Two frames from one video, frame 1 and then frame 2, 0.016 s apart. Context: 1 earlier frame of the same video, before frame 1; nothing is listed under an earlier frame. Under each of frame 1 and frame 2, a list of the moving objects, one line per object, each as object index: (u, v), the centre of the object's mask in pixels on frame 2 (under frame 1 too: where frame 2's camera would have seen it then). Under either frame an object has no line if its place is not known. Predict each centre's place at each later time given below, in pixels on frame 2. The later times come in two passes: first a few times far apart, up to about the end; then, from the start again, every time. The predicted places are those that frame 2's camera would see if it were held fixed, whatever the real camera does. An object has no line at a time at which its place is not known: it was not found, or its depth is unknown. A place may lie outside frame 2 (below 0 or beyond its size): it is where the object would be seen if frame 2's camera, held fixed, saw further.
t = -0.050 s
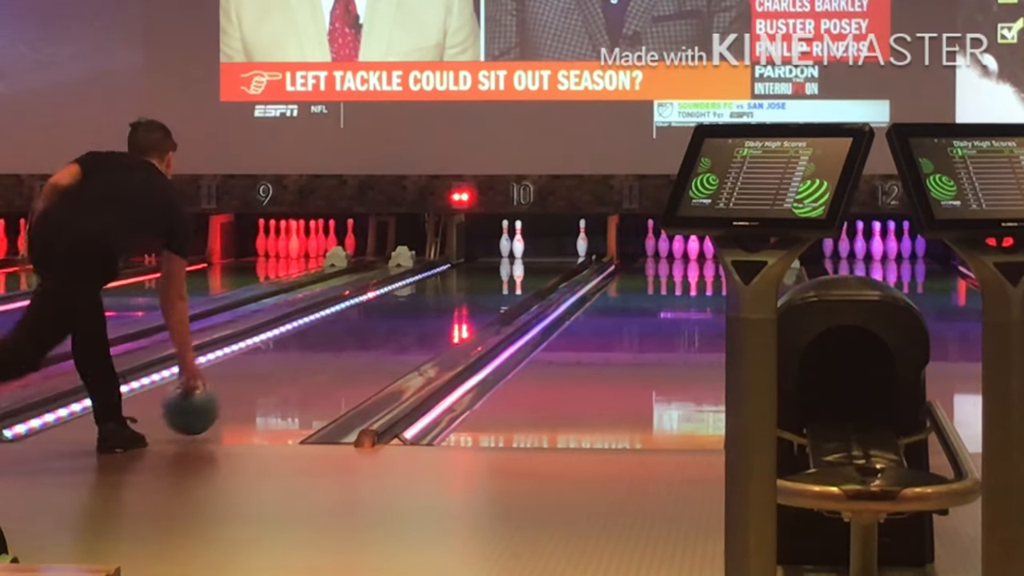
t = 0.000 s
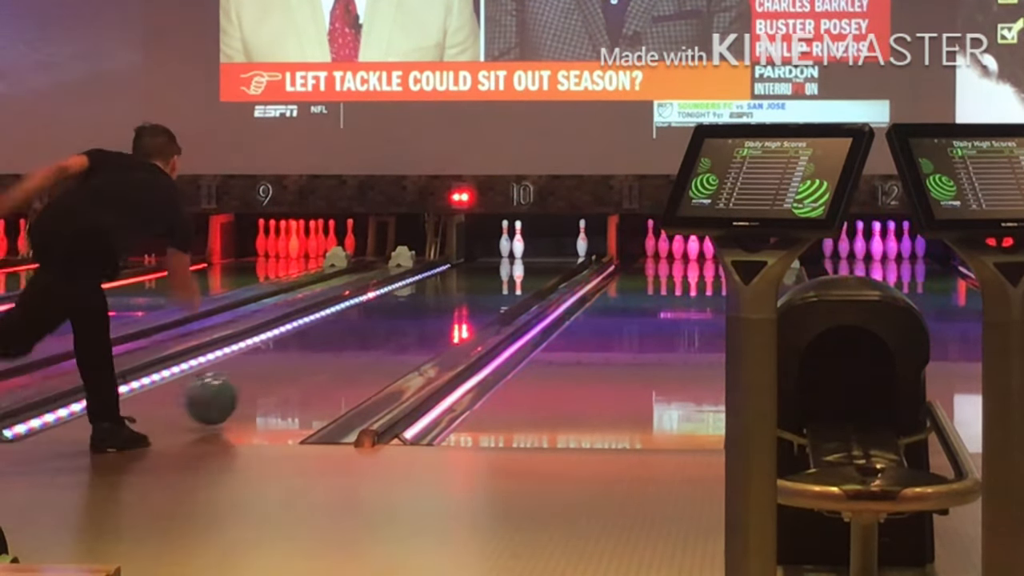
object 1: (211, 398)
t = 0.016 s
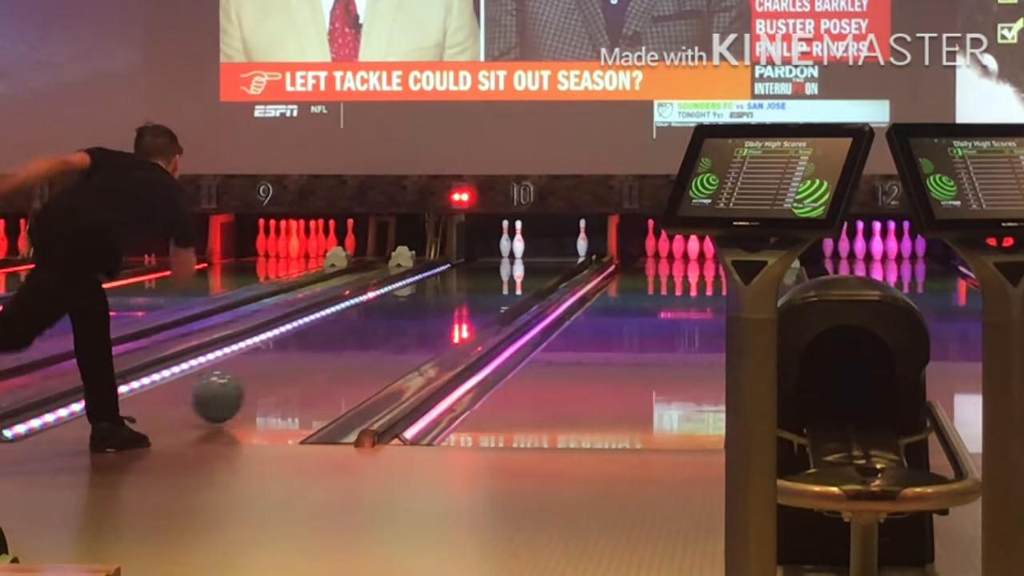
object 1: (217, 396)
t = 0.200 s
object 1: (275, 368)
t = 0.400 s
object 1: (325, 343)
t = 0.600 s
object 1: (364, 323)
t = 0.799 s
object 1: (395, 307)
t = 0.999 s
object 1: (420, 293)
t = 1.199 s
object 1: (441, 281)
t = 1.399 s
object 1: (459, 272)
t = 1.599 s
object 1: (474, 263)
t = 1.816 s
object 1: (485, 257)
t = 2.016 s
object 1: (495, 249)
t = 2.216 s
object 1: (496, 246)
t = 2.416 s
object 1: (486, 254)
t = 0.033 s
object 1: (223, 395)
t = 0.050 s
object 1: (229, 393)
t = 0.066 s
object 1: (234, 390)
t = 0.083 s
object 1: (240, 387)
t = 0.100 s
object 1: (245, 385)
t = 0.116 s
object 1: (251, 382)
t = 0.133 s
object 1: (256, 378)
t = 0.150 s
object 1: (261, 376)
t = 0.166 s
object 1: (266, 374)
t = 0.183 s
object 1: (270, 371)
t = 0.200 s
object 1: (275, 368)
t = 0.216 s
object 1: (280, 365)
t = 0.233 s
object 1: (284, 363)
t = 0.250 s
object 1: (288, 361)
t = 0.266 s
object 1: (293, 359)
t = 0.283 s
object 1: (297, 357)
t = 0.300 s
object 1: (302, 355)
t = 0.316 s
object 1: (306, 353)
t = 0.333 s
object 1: (310, 350)
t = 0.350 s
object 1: (314, 348)
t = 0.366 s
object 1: (318, 347)
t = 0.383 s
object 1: (321, 345)
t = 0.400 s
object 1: (325, 343)
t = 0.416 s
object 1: (328, 341)
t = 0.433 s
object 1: (332, 339)
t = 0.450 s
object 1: (336, 337)
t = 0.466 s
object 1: (339, 335)
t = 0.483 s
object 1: (342, 334)
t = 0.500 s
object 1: (346, 332)
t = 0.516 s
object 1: (349, 330)
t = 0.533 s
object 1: (352, 328)
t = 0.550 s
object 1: (355, 327)
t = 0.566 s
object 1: (358, 326)
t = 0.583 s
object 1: (361, 325)
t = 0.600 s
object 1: (364, 323)
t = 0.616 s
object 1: (366, 322)
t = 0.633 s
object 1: (369, 321)
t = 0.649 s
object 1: (372, 319)
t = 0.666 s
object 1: (375, 317)
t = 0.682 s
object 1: (377, 316)
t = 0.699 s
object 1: (380, 315)
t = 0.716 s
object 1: (383, 313)
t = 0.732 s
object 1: (386, 312)
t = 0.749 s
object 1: (388, 311)
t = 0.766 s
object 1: (390, 309)
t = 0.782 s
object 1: (392, 308)
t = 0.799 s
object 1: (395, 307)
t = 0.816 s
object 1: (397, 306)
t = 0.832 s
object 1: (399, 304)
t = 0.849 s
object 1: (401, 303)
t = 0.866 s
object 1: (404, 302)
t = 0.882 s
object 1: (406, 301)
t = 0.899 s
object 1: (408, 300)
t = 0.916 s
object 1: (409, 299)
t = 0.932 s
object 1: (412, 298)
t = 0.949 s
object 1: (414, 297)
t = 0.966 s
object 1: (417, 295)
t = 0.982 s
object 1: (418, 294)
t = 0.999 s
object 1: (420, 293)
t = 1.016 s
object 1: (422, 292)
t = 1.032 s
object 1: (424, 291)
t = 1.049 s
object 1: (425, 290)
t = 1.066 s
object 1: (428, 289)
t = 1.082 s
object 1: (430, 288)
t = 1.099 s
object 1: (431, 287)
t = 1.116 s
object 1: (433, 286)
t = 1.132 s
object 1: (434, 285)
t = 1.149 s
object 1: (435, 284)
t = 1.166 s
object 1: (437, 283)
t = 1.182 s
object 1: (439, 282)
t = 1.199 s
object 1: (441, 281)
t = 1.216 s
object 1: (442, 280)
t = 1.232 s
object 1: (444, 280)
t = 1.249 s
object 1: (446, 278)
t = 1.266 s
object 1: (447, 277)
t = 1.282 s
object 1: (449, 277)
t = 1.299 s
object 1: (450, 276)
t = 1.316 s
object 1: (451, 276)
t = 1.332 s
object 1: (453, 275)
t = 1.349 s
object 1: (455, 273)
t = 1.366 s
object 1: (456, 272)
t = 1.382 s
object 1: (458, 272)
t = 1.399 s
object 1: (459, 272)
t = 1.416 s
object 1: (460, 271)
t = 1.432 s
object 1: (461, 271)
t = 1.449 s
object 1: (463, 270)
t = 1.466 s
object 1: (464, 269)
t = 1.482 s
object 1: (465, 269)
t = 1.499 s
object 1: (466, 268)
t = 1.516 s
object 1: (468, 267)
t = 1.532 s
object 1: (469, 267)
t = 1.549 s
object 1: (470, 266)
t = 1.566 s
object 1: (471, 265)
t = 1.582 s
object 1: (472, 264)
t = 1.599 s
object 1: (474, 263)
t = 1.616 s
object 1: (475, 263)
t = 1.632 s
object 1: (475, 263)
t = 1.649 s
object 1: (476, 262)
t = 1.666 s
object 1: (477, 262)
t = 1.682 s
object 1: (478, 261)
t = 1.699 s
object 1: (479, 260)
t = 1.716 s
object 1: (480, 260)
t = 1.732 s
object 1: (481, 258)
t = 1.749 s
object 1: (482, 257)
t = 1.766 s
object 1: (482, 259)
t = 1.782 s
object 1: (483, 257)
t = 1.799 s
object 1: (483, 257)
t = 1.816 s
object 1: (485, 257)
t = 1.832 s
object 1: (486, 257)
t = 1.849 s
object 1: (487, 256)
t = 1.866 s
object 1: (488, 257)
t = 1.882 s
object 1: (488, 255)
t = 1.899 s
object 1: (489, 255)
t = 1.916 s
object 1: (490, 254)
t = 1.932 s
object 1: (491, 253)
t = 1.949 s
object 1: (491, 252)
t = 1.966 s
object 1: (493, 251)
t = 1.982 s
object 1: (493, 251)
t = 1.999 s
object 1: (494, 249)
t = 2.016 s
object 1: (495, 249)
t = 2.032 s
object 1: (496, 249)
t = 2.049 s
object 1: (496, 248)
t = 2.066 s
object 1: (497, 248)
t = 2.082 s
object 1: (497, 248)
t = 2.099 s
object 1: (498, 247)
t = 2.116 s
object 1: (499, 247)
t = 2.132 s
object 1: (498, 246)
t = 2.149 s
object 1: (498, 246)
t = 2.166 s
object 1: (497, 246)
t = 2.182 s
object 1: (497, 246)
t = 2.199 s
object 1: (497, 246)
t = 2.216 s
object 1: (496, 246)
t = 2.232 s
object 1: (495, 245)
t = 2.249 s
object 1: (495, 245)
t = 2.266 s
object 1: (494, 246)
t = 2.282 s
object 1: (493, 246)
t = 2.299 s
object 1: (493, 247)
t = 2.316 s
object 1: (493, 247)
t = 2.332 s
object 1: (491, 248)
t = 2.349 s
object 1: (490, 249)
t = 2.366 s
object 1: (489, 249)
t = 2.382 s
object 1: (488, 251)
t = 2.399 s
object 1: (486, 253)
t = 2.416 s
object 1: (486, 254)
